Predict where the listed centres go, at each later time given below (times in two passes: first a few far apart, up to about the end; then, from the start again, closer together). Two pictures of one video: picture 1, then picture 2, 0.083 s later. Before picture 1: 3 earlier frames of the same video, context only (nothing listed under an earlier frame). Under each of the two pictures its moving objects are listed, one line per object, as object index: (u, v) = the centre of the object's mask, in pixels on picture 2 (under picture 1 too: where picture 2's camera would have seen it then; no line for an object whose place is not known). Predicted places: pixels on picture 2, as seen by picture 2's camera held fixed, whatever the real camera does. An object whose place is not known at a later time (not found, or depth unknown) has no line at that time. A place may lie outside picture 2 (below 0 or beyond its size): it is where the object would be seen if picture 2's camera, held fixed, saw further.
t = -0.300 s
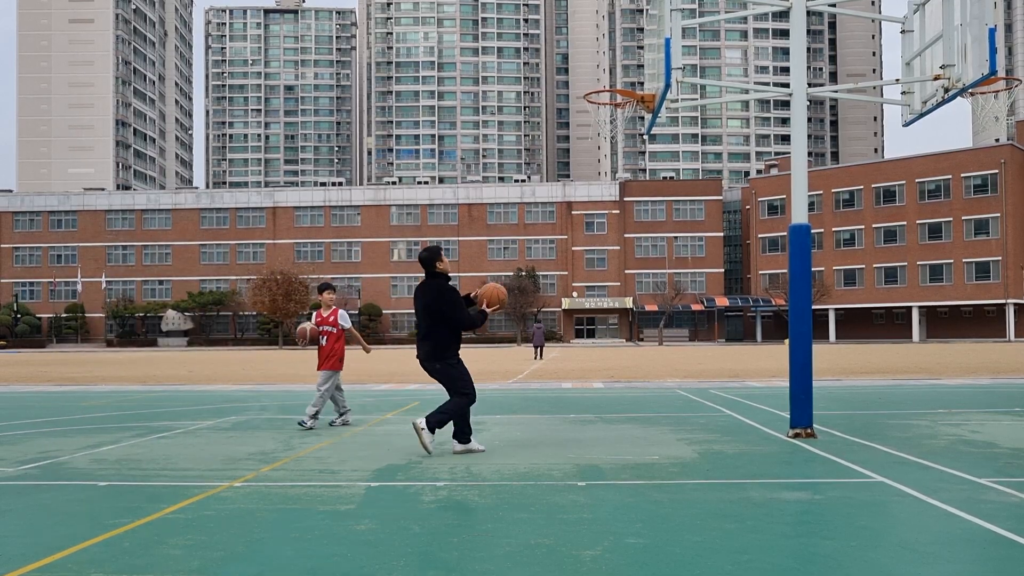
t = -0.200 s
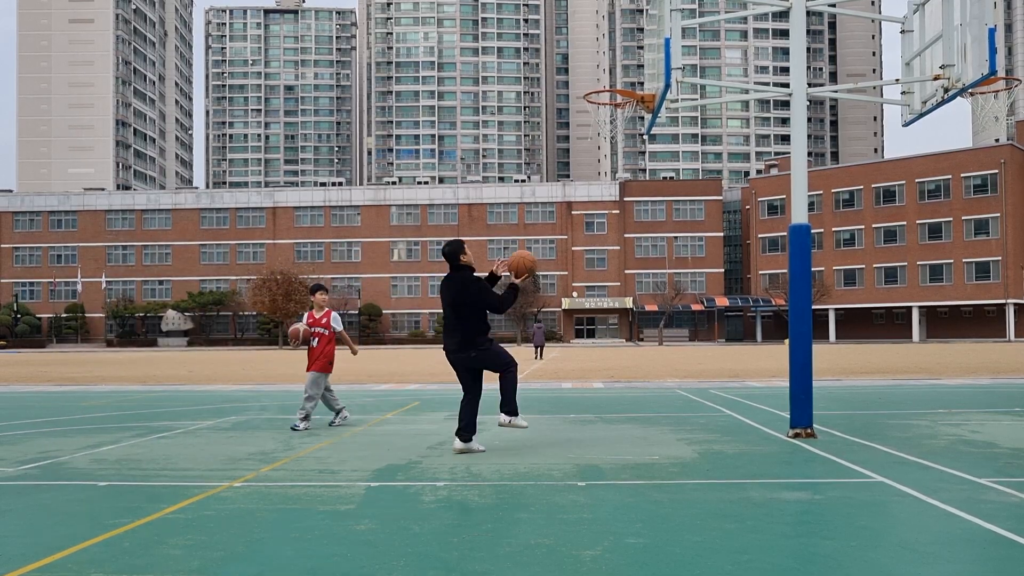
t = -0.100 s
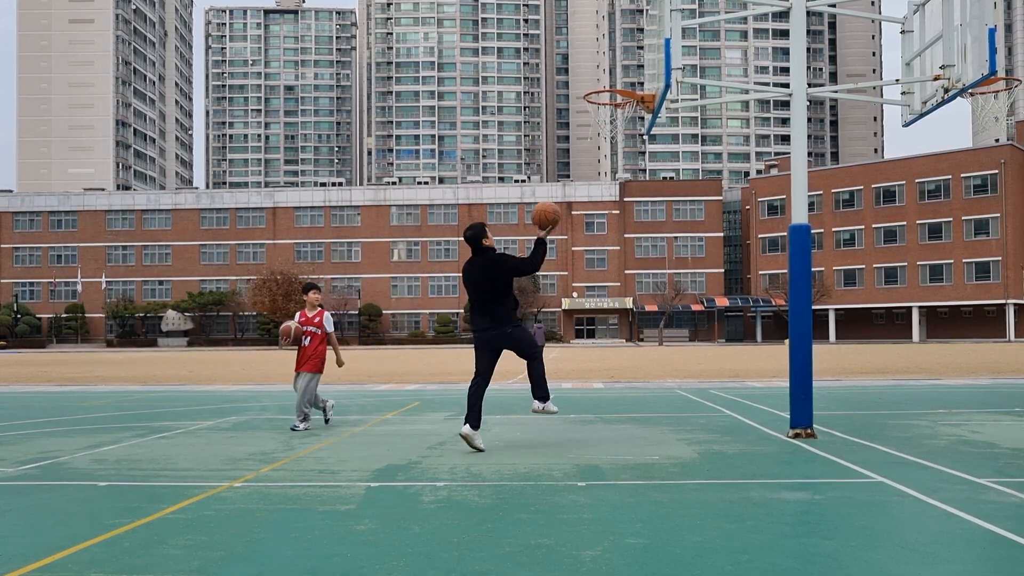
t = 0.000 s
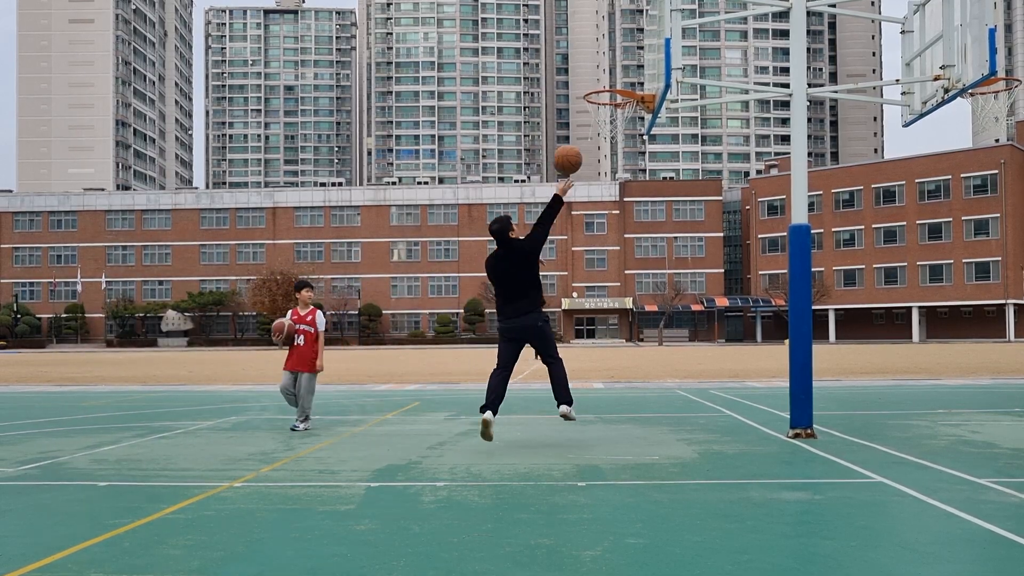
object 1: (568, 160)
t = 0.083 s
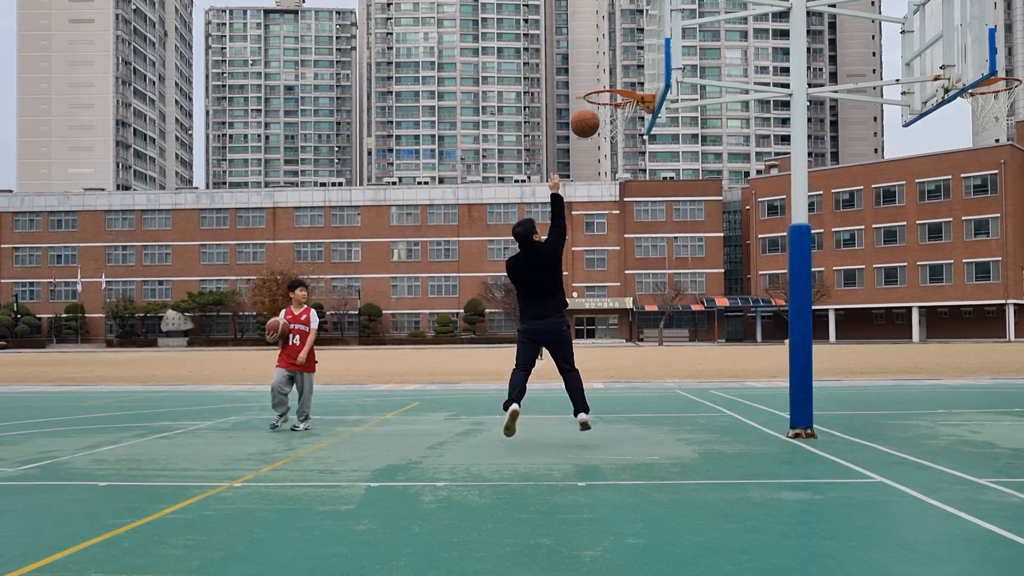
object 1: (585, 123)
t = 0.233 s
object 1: (615, 80)
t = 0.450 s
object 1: (630, 68)
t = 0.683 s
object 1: (599, 95)
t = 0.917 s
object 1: (609, 134)
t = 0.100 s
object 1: (588, 117)
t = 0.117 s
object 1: (592, 111)
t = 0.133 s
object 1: (595, 105)
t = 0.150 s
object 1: (598, 101)
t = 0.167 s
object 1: (601, 96)
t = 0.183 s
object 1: (605, 91)
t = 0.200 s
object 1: (609, 87)
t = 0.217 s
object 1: (612, 84)
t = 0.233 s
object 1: (615, 80)
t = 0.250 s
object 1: (619, 77)
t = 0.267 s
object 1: (622, 75)
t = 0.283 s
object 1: (625, 72)
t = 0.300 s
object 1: (628, 70)
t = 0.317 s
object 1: (632, 68)
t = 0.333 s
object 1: (635, 67)
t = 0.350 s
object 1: (638, 66)
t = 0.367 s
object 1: (642, 65)
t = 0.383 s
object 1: (642, 65)
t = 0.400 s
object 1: (639, 66)
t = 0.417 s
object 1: (636, 66)
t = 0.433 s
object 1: (634, 67)
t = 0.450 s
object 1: (630, 68)
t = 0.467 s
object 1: (628, 70)
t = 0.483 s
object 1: (625, 71)
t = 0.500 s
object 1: (622, 73)
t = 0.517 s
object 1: (619, 76)
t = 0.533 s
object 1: (616, 78)
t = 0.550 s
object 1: (614, 79)
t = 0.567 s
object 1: (612, 79)
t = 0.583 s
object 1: (610, 80)
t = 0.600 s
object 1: (608, 81)
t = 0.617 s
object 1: (606, 85)
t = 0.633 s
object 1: (604, 87)
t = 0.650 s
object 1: (602, 90)
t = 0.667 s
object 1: (601, 92)
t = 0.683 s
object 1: (599, 95)
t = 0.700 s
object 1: (599, 98)
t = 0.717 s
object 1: (599, 100)
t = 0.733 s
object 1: (600, 103)
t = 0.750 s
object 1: (601, 105)
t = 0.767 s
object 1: (602, 108)
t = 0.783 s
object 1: (602, 111)
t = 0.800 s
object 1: (602, 115)
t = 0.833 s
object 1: (604, 123)
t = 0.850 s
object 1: (604, 125)
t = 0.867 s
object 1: (605, 128)
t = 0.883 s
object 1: (606, 130)
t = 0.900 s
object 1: (607, 132)
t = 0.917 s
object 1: (609, 134)
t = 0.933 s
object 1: (610, 136)
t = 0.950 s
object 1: (611, 138)
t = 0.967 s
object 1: (612, 140)
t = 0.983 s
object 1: (614, 143)
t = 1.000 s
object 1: (615, 146)
